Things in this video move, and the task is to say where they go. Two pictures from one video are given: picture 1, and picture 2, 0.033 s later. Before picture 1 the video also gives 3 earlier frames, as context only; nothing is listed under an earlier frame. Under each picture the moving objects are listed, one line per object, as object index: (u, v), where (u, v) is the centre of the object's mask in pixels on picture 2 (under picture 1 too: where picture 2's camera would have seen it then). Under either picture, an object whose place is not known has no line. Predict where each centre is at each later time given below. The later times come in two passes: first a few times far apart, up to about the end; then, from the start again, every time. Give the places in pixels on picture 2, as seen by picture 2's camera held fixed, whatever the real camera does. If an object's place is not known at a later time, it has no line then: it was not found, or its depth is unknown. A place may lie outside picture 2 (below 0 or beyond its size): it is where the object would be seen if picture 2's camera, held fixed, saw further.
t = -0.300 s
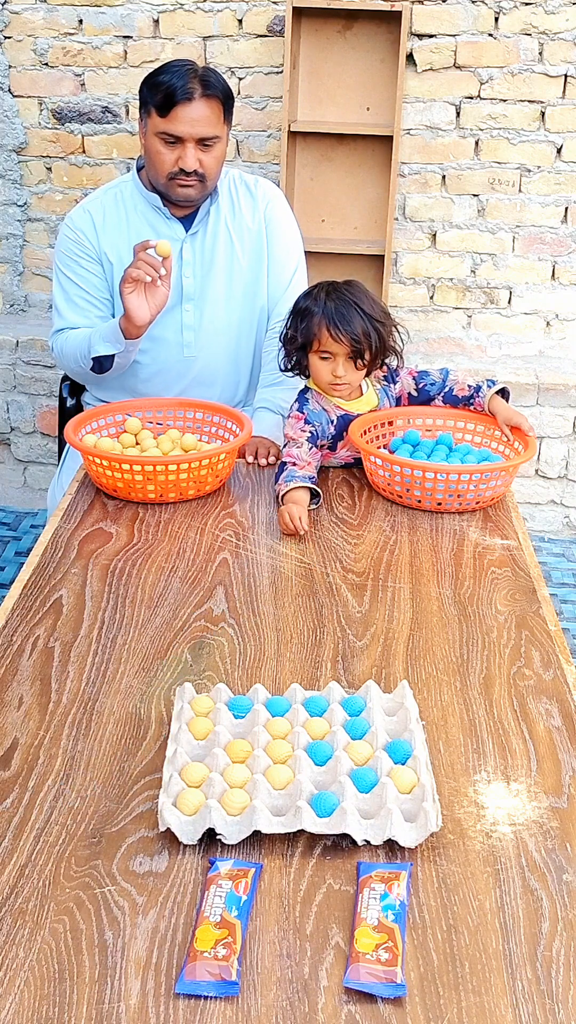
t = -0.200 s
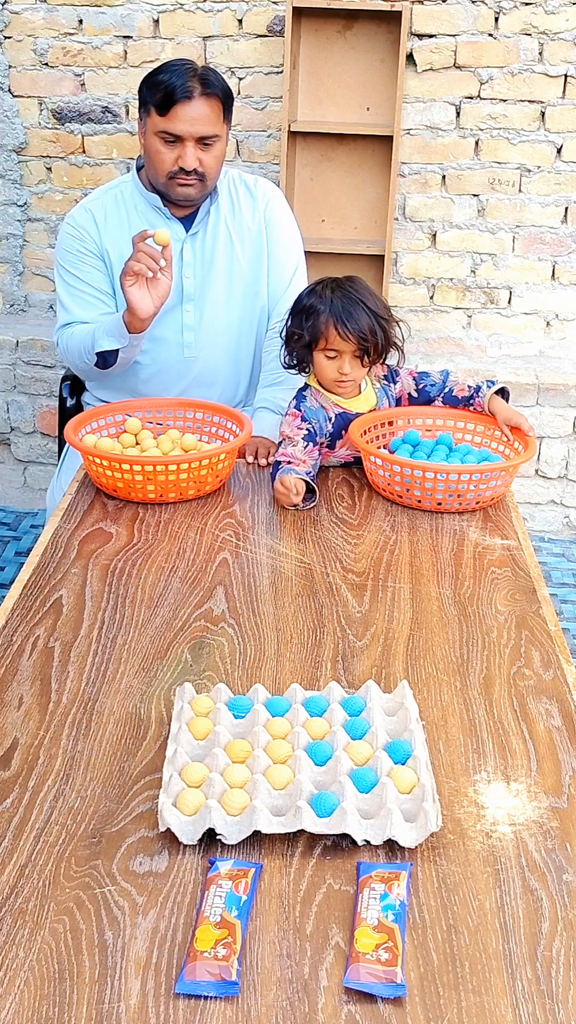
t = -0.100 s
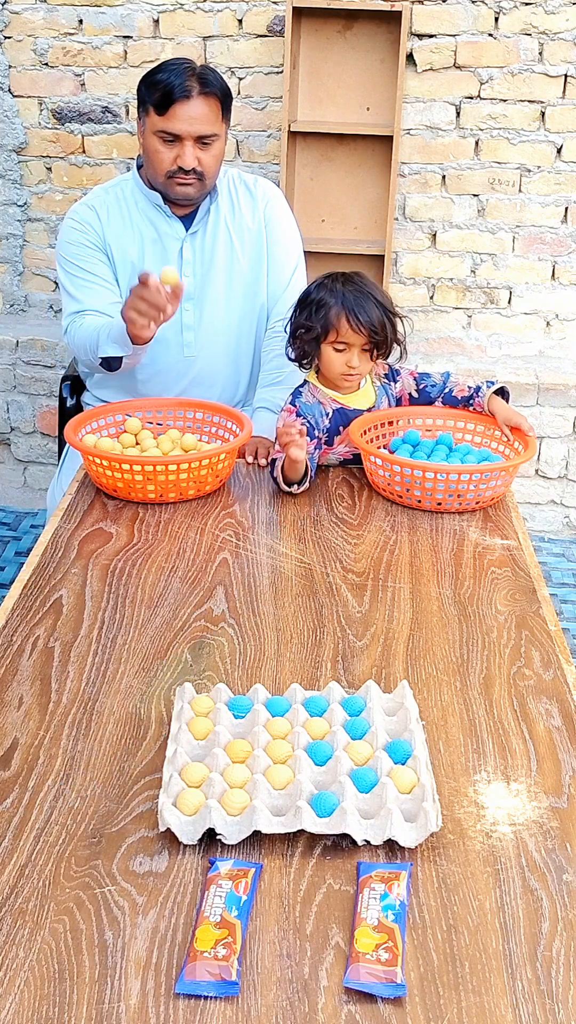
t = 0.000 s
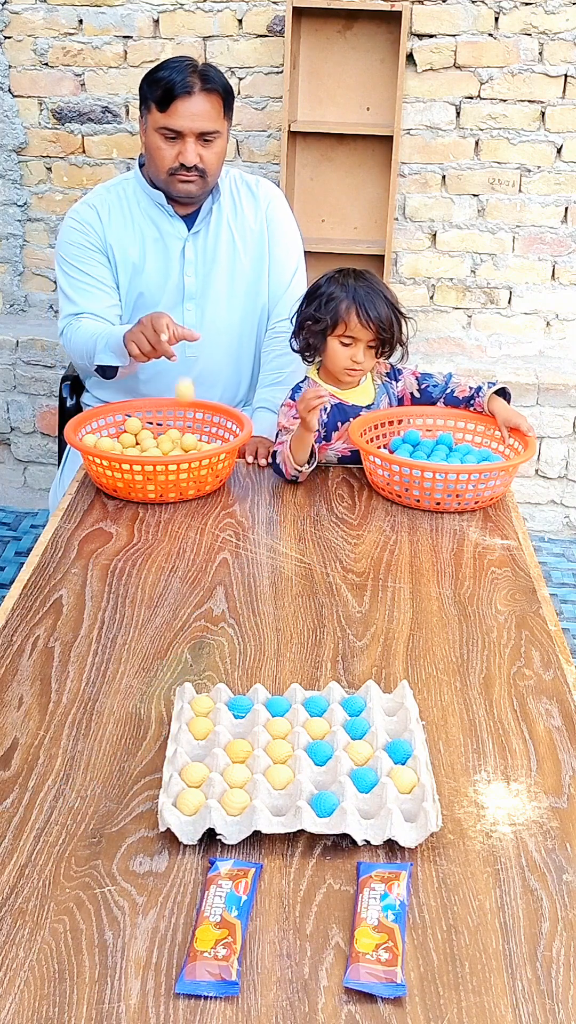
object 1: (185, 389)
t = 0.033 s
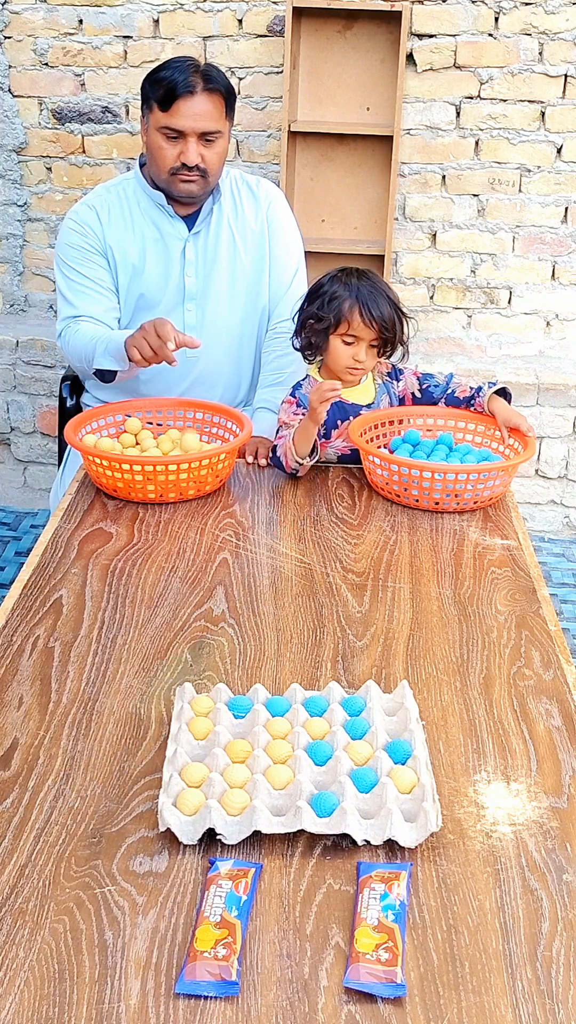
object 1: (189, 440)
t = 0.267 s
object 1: (229, 470)
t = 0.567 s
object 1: (248, 681)
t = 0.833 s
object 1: (93, 669)
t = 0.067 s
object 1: (196, 501)
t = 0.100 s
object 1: (202, 562)
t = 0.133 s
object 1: (207, 531)
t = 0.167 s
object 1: (211, 506)
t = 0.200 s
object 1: (217, 487)
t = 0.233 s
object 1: (222, 475)
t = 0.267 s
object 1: (229, 470)
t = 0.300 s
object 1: (235, 473)
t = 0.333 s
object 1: (242, 483)
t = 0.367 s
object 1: (250, 502)
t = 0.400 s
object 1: (258, 530)
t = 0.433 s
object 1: (266, 565)
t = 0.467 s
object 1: (273, 609)
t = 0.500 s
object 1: (280, 659)
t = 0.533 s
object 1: (272, 680)
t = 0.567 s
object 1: (248, 681)
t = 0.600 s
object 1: (230, 674)
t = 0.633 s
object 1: (208, 674)
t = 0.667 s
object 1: (187, 672)
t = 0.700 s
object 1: (167, 669)
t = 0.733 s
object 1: (148, 670)
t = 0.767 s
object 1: (128, 669)
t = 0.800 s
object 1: (110, 665)
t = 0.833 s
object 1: (93, 669)
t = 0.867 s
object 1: (73, 666)
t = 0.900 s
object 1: (54, 667)
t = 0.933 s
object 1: (35, 666)
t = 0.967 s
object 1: (17, 665)
